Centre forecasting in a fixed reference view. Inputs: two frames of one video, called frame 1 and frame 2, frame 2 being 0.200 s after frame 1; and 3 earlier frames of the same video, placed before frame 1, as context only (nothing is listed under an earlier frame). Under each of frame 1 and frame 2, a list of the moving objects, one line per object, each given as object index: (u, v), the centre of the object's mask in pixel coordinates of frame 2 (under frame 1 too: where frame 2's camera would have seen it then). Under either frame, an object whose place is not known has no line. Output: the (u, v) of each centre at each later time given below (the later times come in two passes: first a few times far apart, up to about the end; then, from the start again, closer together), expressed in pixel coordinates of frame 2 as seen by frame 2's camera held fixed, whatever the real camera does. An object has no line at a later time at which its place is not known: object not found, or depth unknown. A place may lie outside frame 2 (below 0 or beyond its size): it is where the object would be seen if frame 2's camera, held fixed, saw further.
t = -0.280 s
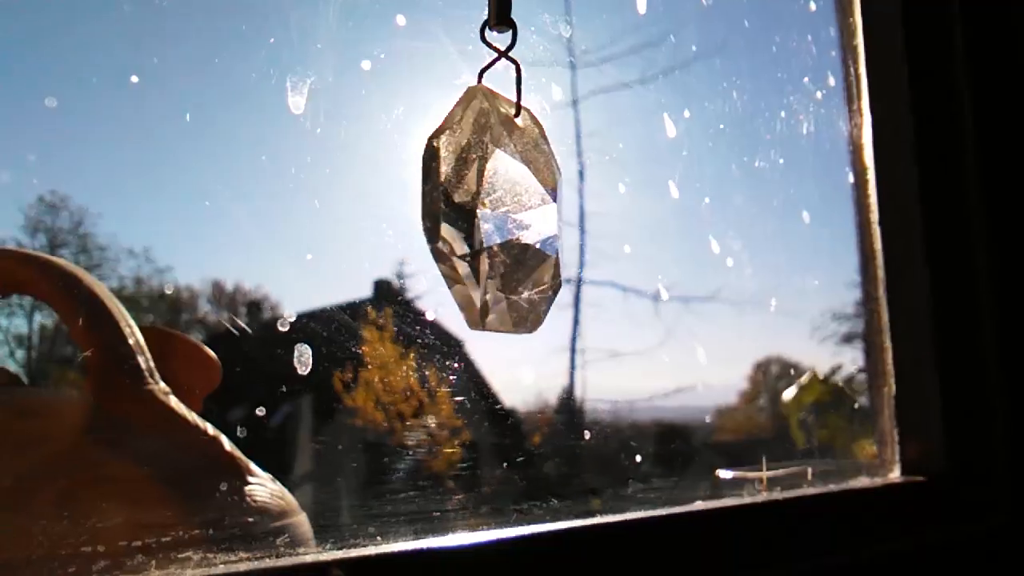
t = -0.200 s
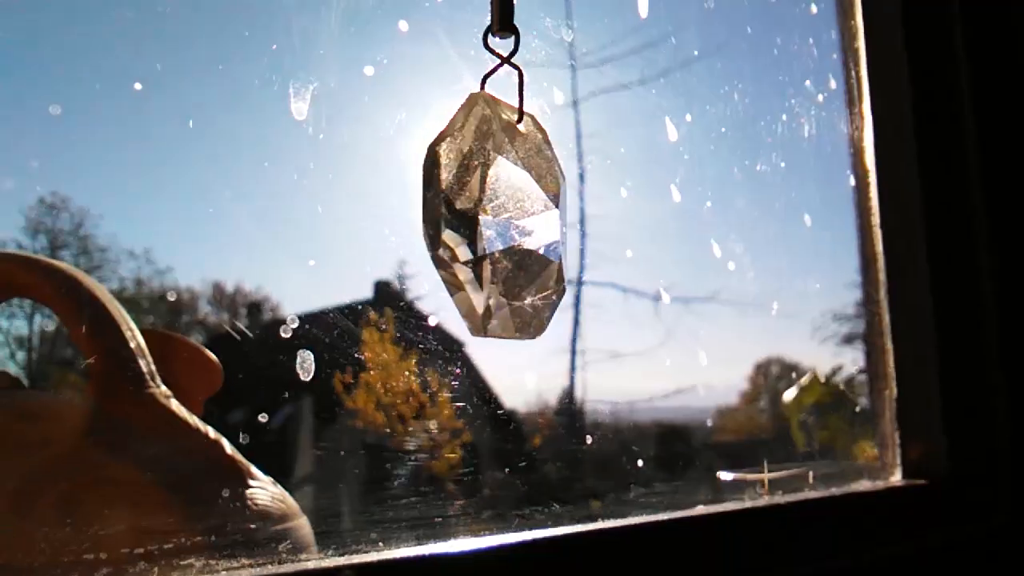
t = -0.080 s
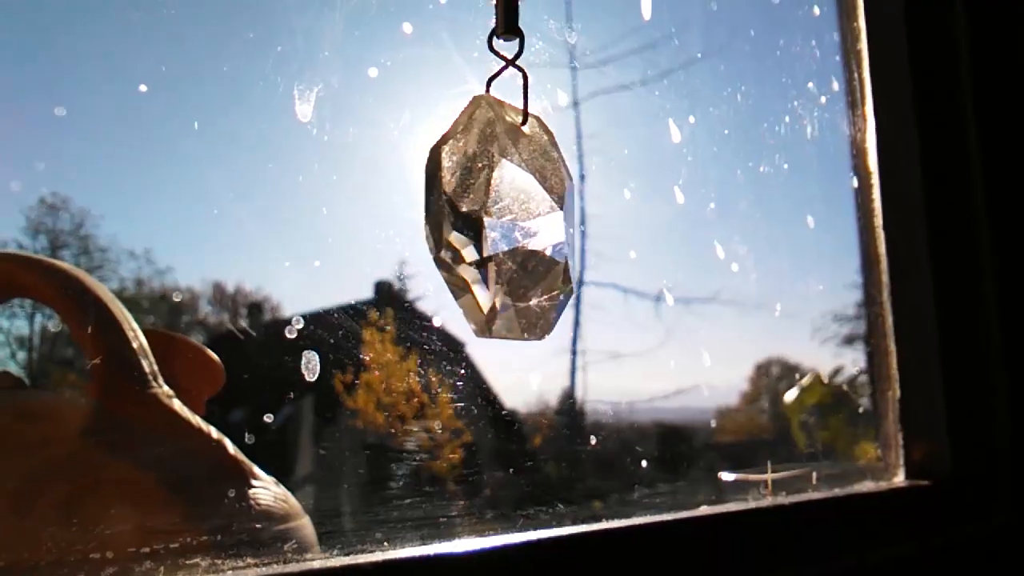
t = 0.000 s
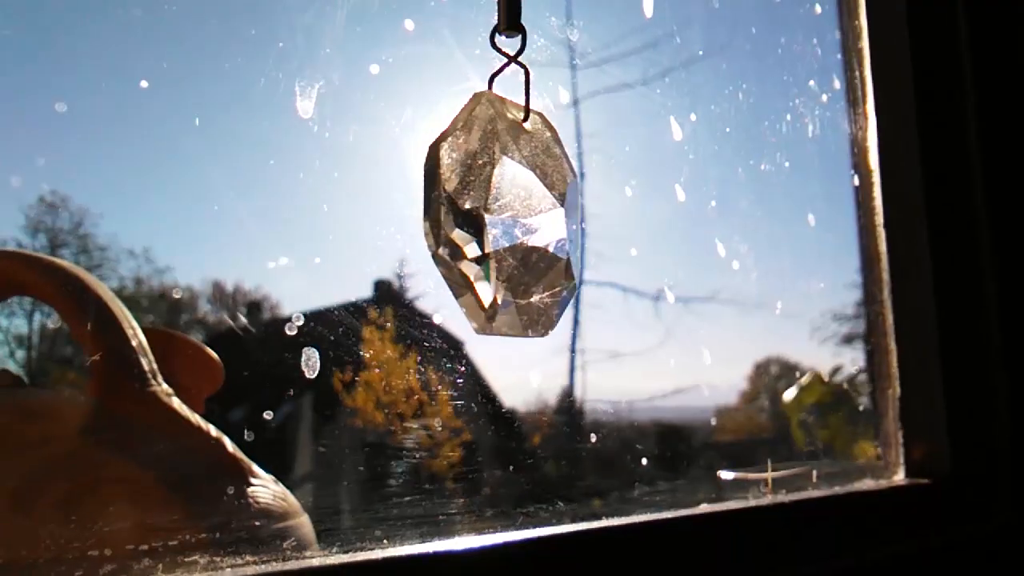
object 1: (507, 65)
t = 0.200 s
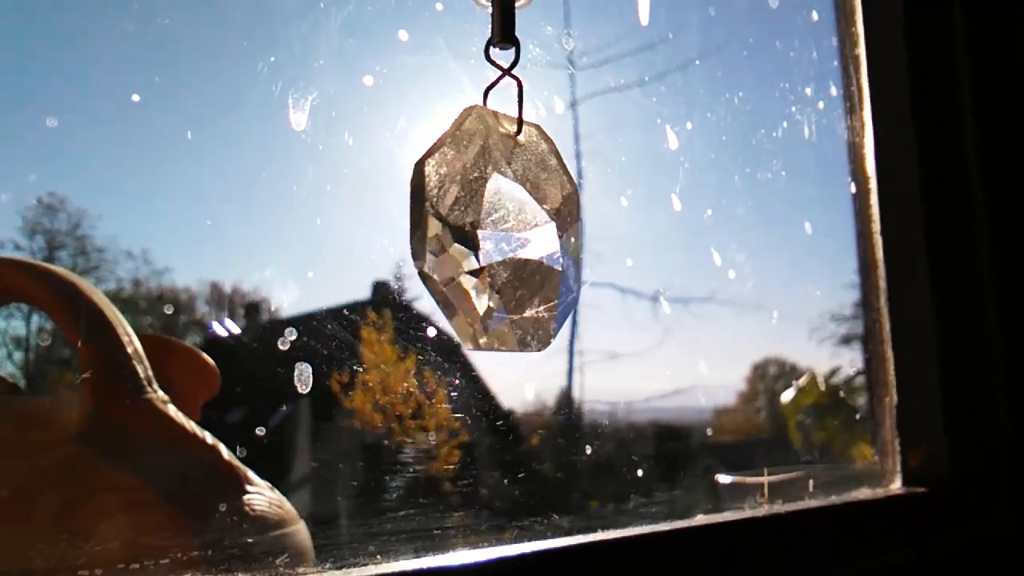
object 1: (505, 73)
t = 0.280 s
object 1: (504, 72)
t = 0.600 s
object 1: (506, 75)
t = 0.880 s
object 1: (503, 69)
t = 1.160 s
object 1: (501, 78)
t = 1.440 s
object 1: (502, 77)
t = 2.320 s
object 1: (508, 89)
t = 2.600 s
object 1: (499, 76)
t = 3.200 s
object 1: (495, 69)
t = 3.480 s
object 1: (501, 66)
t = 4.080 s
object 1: (495, 82)
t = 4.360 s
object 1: (495, 80)
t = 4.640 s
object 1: (496, 77)
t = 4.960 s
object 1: (497, 80)
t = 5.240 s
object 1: (498, 80)
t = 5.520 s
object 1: (496, 77)
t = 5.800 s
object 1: (495, 79)
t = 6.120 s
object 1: (496, 75)
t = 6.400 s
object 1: (496, 73)
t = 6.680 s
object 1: (496, 75)
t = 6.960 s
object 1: (498, 74)
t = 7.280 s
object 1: (498, 74)
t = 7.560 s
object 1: (501, 72)
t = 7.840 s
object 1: (504, 71)
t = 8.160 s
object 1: (503, 74)
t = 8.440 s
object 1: (501, 73)
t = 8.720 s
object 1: (505, 72)
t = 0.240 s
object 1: (504, 72)
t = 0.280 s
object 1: (504, 72)
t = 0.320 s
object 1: (505, 71)
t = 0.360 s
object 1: (506, 72)
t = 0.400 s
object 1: (506, 73)
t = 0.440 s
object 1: (506, 78)
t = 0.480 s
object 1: (505, 76)
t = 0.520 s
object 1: (506, 75)
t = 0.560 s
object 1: (506, 75)
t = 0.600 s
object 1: (506, 75)
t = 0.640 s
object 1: (506, 75)
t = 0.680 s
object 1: (506, 73)
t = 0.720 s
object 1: (506, 69)
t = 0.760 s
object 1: (505, 69)
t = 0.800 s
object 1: (505, 70)
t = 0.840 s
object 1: (503, 69)
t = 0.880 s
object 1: (503, 69)
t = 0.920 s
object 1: (503, 70)
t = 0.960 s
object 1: (503, 71)
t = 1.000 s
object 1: (501, 70)
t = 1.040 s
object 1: (500, 76)
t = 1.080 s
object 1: (500, 76)
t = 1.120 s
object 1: (501, 77)
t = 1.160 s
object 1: (501, 78)
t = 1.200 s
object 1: (503, 79)
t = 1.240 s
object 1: (502, 80)
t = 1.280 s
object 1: (502, 78)
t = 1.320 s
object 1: (503, 78)
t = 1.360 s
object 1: (502, 78)
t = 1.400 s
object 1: (503, 77)
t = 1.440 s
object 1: (502, 77)
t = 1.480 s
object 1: (502, 76)
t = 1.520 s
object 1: (503, 75)
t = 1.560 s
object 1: (504, 75)
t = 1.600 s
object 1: (505, 73)
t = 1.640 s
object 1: (507, 77)
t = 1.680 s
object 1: (507, 80)
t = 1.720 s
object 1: (506, 80)
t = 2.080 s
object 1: (508, 87)
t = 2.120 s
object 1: (507, 84)
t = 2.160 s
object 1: (507, 82)
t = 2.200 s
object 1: (509, 81)
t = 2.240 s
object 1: (507, 86)
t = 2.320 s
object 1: (508, 89)
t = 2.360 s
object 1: (507, 90)
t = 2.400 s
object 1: (506, 87)
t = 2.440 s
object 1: (506, 83)
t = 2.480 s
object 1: (505, 83)
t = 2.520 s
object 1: (503, 79)
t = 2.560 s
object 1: (500, 76)
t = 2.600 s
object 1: (499, 76)
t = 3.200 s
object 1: (495, 69)
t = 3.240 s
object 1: (498, 68)
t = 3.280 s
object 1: (499, 68)
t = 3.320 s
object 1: (500, 68)
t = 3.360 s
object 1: (500, 70)
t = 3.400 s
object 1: (500, 69)
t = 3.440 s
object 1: (501, 67)
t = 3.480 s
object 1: (501, 66)
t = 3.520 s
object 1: (499, 76)
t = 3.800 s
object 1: (496, 76)
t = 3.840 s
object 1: (498, 82)
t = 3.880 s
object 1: (498, 84)
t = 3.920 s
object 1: (497, 84)
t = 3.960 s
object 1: (496, 84)
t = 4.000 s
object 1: (496, 83)
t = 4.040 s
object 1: (496, 82)
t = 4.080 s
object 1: (495, 82)
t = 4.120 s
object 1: (495, 81)
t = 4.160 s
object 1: (495, 82)
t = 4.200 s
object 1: (495, 83)
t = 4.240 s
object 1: (495, 84)
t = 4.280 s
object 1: (494, 84)
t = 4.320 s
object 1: (495, 84)
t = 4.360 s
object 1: (495, 80)
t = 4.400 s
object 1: (496, 79)
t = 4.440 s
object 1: (497, 74)
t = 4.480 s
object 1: (497, 74)
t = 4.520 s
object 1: (496, 77)
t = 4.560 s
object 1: (495, 75)
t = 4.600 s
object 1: (495, 77)
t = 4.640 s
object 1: (496, 77)
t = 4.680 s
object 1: (494, 84)
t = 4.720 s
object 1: (495, 82)
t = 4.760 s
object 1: (497, 80)
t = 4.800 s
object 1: (496, 81)
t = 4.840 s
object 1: (495, 82)
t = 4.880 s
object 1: (498, 81)
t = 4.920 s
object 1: (496, 84)
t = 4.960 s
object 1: (497, 80)
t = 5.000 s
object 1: (497, 82)
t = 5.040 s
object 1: (499, 80)
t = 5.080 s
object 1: (500, 81)
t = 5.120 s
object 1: (499, 79)
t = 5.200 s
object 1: (499, 81)
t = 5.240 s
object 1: (498, 80)
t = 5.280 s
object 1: (499, 79)
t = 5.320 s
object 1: (498, 78)
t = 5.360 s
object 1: (498, 78)
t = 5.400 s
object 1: (497, 78)
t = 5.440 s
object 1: (497, 78)
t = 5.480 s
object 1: (497, 77)
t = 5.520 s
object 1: (496, 77)
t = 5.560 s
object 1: (496, 77)
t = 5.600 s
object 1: (495, 78)
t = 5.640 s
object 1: (494, 77)
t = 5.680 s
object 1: (495, 77)
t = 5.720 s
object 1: (497, 75)
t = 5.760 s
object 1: (496, 77)
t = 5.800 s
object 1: (495, 79)
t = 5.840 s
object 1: (496, 78)
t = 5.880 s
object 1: (495, 77)
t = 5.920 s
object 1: (497, 75)
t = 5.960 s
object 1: (497, 74)
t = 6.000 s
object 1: (497, 73)
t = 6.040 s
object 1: (496, 73)
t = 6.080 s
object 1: (495, 74)
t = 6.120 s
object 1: (496, 75)
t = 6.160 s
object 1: (496, 74)
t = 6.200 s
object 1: (496, 73)
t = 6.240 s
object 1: (494, 74)
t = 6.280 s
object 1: (494, 73)
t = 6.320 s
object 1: (493, 73)
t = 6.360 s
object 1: (496, 72)
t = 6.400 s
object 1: (496, 73)
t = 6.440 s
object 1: (496, 74)
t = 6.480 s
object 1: (496, 74)
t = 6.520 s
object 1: (496, 75)
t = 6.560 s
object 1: (496, 76)
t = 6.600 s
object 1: (495, 75)
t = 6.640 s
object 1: (496, 74)
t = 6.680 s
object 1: (496, 75)
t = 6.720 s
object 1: (496, 74)
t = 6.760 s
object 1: (497, 73)
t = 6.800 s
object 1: (496, 72)
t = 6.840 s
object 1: (496, 73)
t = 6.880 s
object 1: (496, 74)
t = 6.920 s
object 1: (496, 74)
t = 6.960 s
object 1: (498, 74)
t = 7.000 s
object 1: (498, 75)
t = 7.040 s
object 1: (499, 74)
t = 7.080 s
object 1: (498, 74)
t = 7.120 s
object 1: (499, 72)
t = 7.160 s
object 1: (498, 73)
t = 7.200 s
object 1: (499, 72)
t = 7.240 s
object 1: (498, 74)
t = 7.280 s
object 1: (498, 74)
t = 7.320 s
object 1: (499, 73)
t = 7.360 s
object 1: (499, 73)
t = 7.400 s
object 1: (499, 74)
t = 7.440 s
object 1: (499, 73)
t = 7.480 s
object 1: (499, 73)
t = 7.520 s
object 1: (501, 72)
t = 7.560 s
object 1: (501, 72)
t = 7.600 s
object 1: (500, 72)
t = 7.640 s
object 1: (500, 72)
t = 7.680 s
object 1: (499, 74)
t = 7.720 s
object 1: (499, 72)
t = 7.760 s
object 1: (498, 73)
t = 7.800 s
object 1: (503, 71)
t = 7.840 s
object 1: (504, 71)
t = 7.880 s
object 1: (504, 71)
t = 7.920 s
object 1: (504, 70)
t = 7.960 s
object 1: (504, 71)
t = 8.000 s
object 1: (503, 72)
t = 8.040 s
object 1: (503, 72)
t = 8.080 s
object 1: (504, 74)
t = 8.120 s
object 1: (503, 74)
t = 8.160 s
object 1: (503, 74)
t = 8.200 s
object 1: (503, 74)
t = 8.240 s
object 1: (503, 75)
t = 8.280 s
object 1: (503, 74)
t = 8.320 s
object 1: (502, 75)
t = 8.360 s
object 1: (501, 74)
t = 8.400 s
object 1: (502, 74)
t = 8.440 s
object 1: (501, 73)
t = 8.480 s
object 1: (501, 71)
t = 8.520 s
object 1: (504, 72)
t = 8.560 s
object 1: (502, 71)
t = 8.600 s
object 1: (503, 72)
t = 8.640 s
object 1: (503, 71)
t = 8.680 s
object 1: (504, 72)
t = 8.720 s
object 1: (505, 72)
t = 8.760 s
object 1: (505, 71)
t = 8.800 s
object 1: (505, 70)
